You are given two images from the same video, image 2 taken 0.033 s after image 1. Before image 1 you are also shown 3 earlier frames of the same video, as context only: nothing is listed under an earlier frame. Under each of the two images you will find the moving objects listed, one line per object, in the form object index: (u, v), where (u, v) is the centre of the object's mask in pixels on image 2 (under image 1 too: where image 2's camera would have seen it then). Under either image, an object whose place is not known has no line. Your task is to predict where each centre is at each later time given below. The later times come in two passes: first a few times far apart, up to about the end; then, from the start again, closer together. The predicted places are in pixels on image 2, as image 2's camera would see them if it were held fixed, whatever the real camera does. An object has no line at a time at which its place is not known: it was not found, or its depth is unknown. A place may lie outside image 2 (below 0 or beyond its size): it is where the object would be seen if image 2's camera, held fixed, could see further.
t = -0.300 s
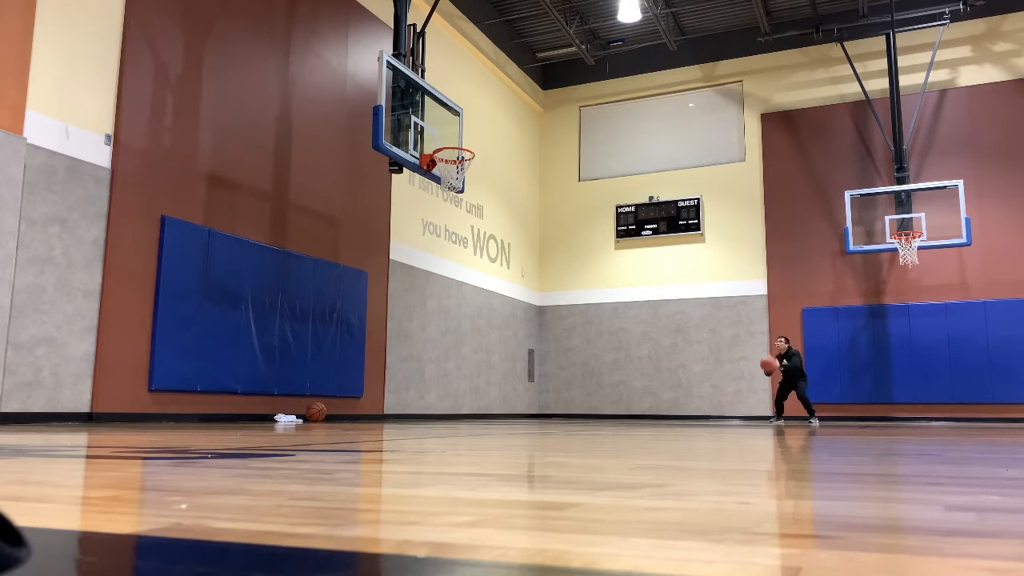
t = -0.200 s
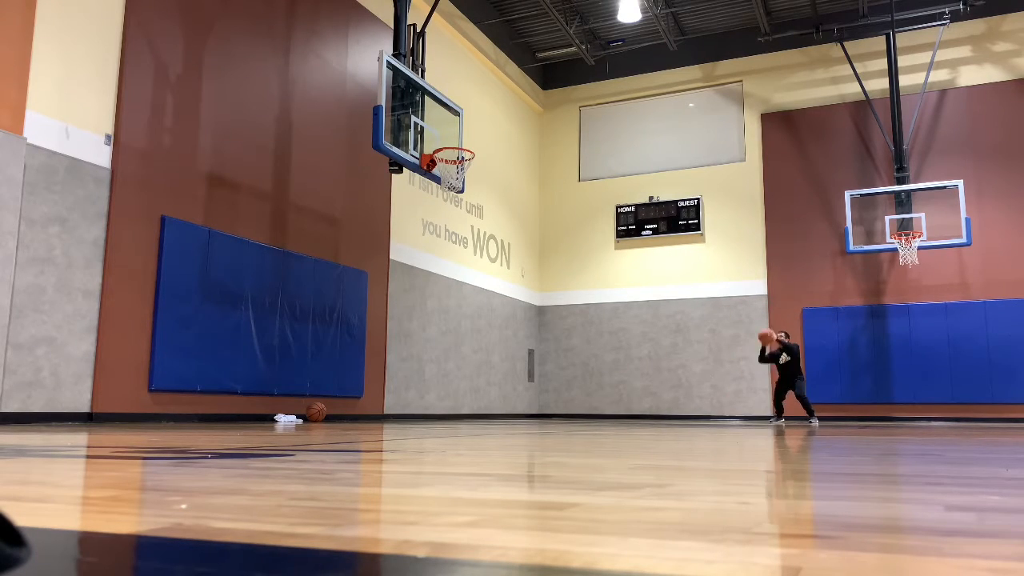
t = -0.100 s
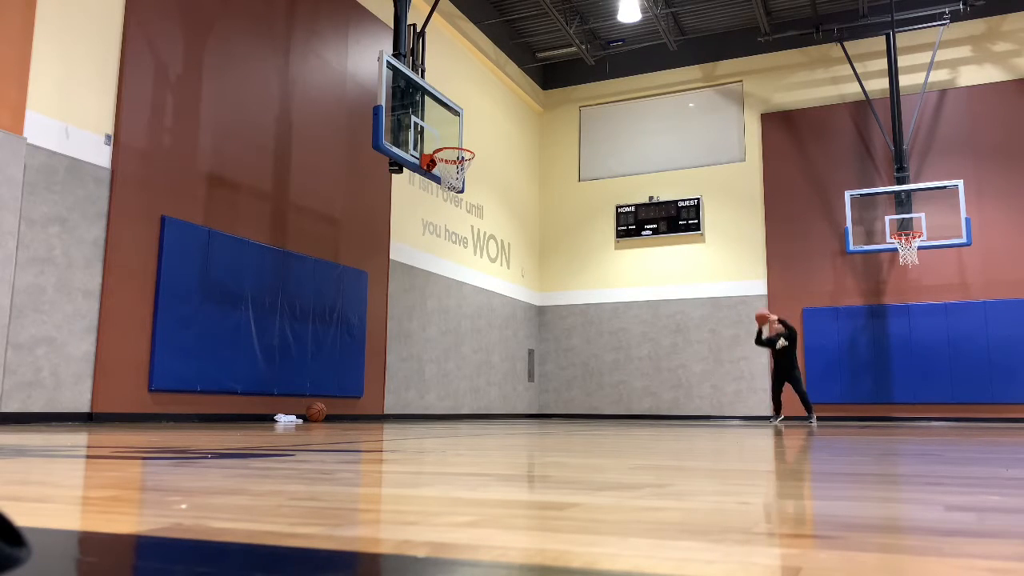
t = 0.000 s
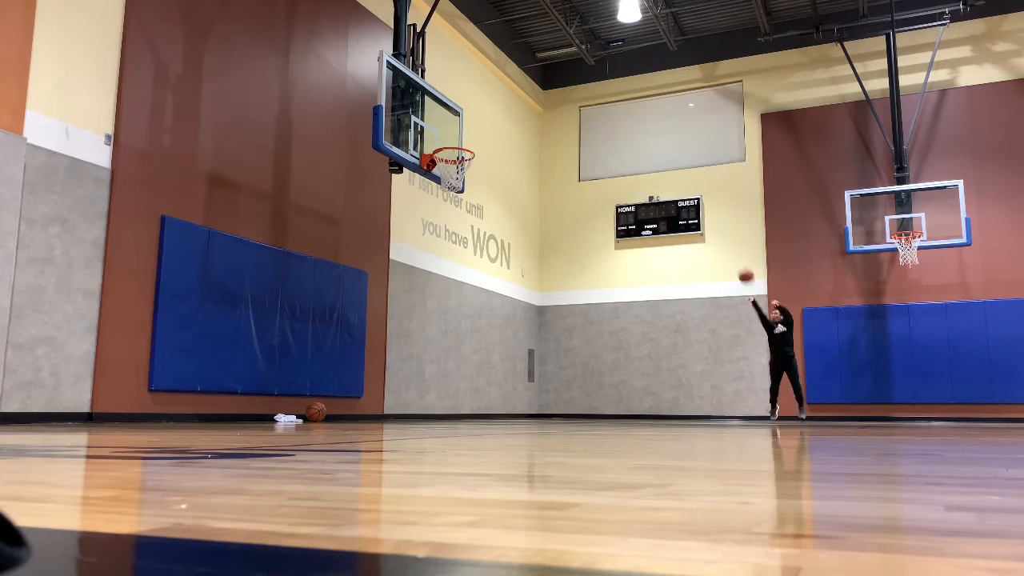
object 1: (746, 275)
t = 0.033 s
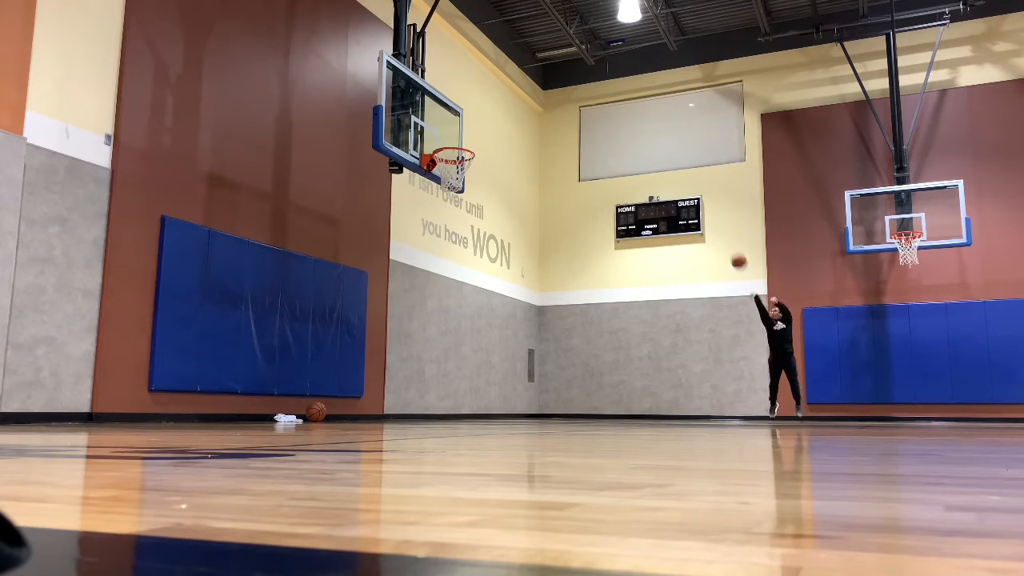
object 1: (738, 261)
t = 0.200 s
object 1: (702, 197)
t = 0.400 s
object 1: (656, 139)
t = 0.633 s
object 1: (599, 100)
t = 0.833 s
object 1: (545, 94)
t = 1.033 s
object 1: (486, 117)
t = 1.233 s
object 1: (464, 164)
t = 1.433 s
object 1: (469, 168)
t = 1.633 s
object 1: (452, 185)
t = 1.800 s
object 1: (436, 204)
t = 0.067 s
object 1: (731, 246)
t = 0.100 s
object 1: (724, 234)
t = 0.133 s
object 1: (717, 221)
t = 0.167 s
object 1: (709, 208)
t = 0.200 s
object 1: (702, 197)
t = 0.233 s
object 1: (695, 186)
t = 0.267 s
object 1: (687, 175)
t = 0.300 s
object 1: (680, 165)
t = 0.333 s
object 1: (672, 156)
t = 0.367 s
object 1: (664, 147)
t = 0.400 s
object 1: (656, 139)
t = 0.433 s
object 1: (648, 131)
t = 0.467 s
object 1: (640, 125)
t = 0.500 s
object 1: (632, 118)
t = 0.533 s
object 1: (624, 113)
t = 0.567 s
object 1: (615, 108)
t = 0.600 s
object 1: (607, 104)
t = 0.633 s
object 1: (599, 100)
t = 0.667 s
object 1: (590, 97)
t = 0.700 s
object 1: (581, 95)
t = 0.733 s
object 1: (572, 94)
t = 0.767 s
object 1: (563, 93)
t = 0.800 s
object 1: (554, 93)
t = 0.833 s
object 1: (545, 94)
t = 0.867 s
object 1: (535, 96)
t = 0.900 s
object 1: (526, 98)
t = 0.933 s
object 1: (516, 101)
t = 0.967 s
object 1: (506, 106)
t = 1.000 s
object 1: (496, 111)
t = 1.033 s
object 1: (486, 117)
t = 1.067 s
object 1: (475, 124)
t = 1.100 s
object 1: (465, 132)
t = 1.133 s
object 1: (453, 141)
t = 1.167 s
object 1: (443, 151)
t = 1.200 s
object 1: (452, 157)
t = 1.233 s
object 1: (464, 164)
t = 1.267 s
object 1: (469, 165)
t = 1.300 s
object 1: (469, 165)
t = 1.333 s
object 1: (468, 165)
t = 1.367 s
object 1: (470, 165)
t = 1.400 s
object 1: (469, 166)
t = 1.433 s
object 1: (469, 168)
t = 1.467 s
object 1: (468, 170)
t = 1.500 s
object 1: (465, 173)
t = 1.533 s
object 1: (462, 176)
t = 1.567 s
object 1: (458, 180)
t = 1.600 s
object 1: (455, 182)
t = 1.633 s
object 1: (452, 185)
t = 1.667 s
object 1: (448, 188)
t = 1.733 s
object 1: (442, 194)
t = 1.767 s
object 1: (439, 199)
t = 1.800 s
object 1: (436, 204)
